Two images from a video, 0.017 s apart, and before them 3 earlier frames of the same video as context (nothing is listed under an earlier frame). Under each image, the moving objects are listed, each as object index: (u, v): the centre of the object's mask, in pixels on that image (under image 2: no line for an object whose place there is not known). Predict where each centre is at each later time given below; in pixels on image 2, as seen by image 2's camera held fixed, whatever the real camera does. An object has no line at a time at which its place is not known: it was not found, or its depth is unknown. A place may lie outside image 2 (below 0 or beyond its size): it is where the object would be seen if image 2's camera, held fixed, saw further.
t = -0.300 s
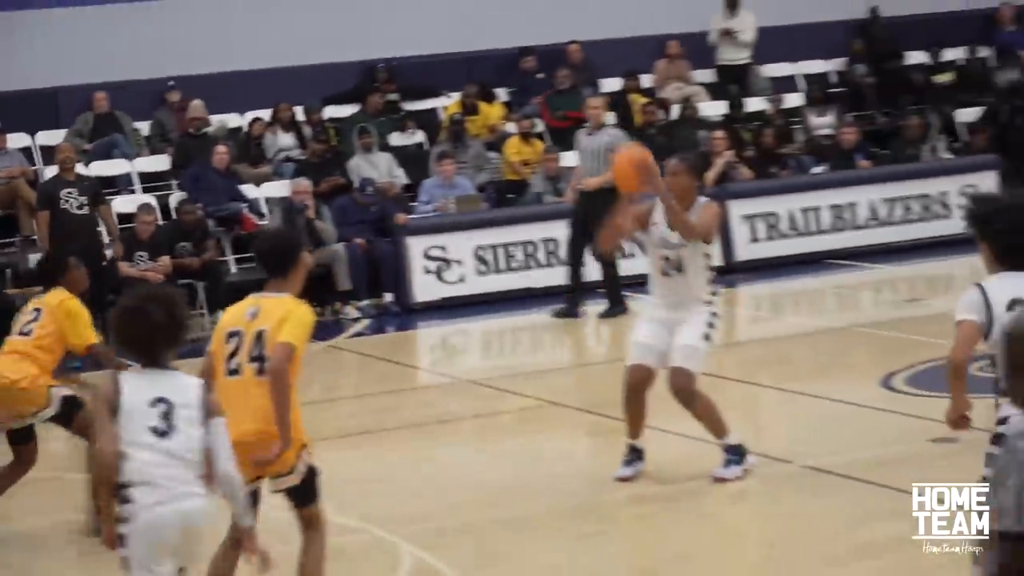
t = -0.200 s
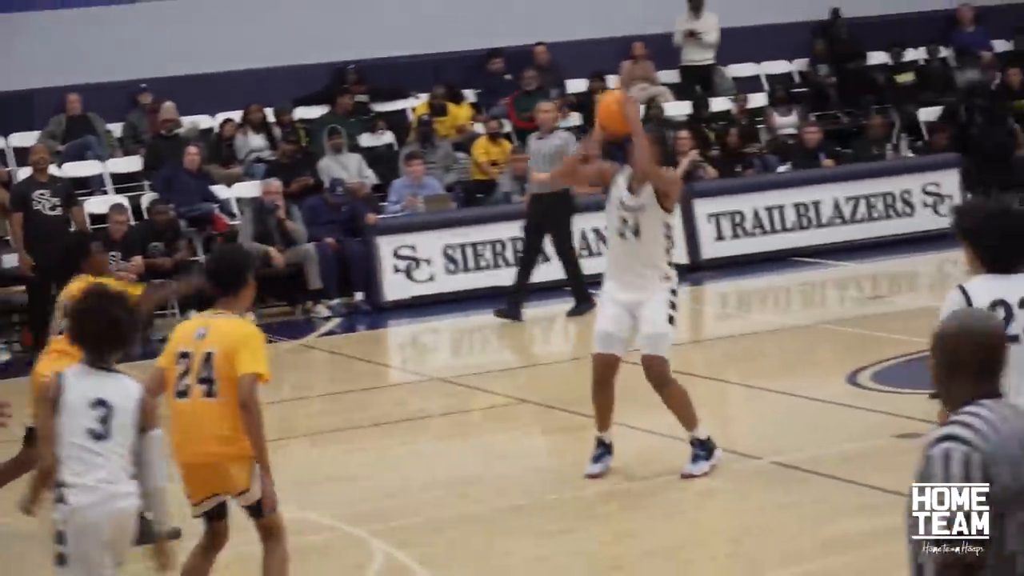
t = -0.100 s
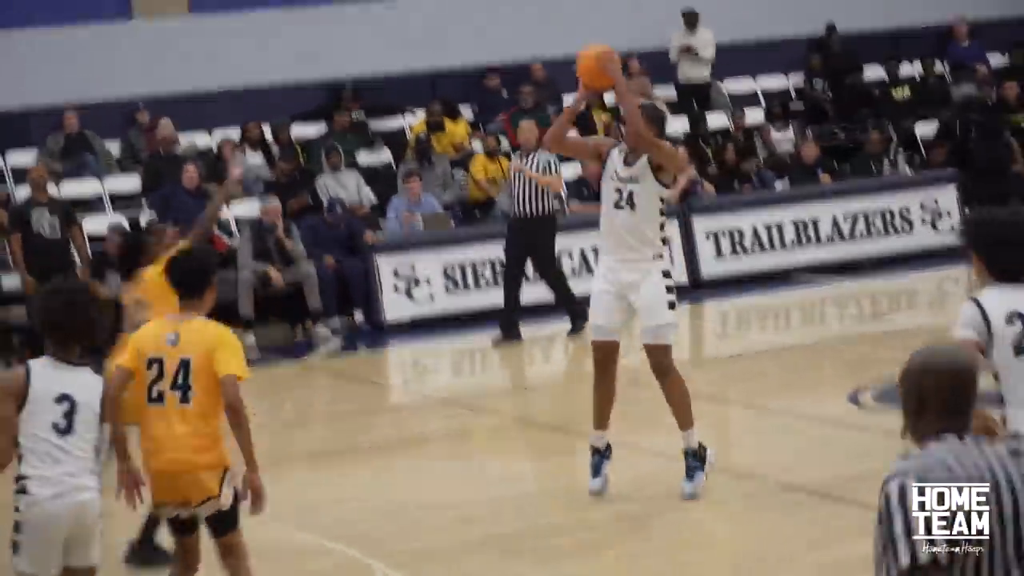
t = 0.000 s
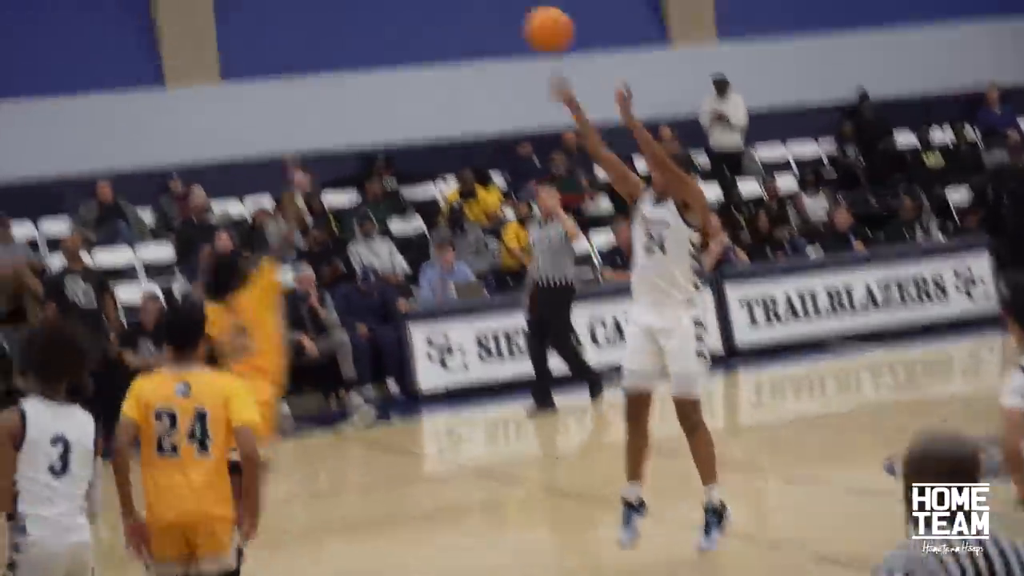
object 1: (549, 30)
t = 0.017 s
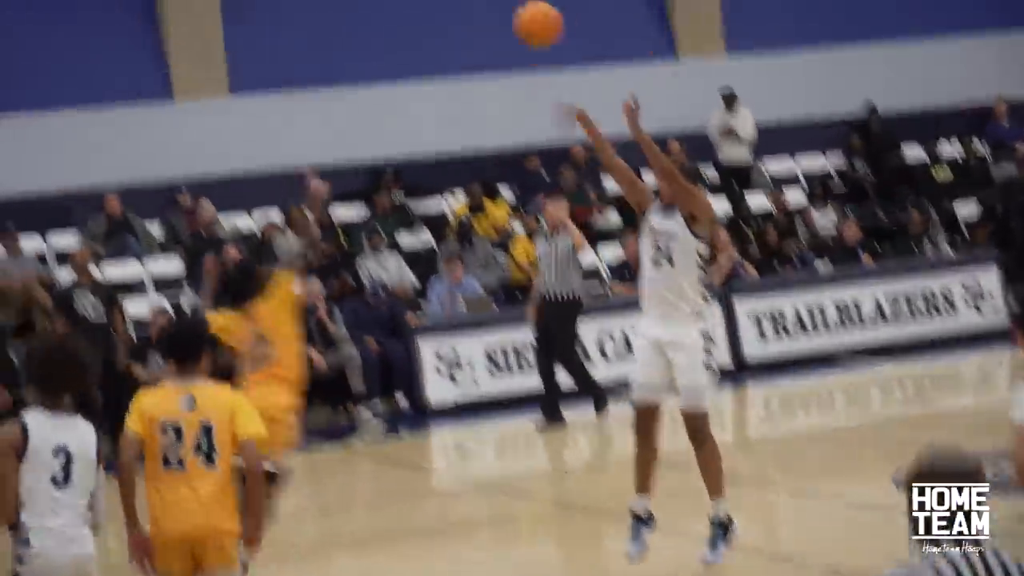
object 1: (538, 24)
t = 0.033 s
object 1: (517, 6)
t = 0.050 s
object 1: (497, -11)
